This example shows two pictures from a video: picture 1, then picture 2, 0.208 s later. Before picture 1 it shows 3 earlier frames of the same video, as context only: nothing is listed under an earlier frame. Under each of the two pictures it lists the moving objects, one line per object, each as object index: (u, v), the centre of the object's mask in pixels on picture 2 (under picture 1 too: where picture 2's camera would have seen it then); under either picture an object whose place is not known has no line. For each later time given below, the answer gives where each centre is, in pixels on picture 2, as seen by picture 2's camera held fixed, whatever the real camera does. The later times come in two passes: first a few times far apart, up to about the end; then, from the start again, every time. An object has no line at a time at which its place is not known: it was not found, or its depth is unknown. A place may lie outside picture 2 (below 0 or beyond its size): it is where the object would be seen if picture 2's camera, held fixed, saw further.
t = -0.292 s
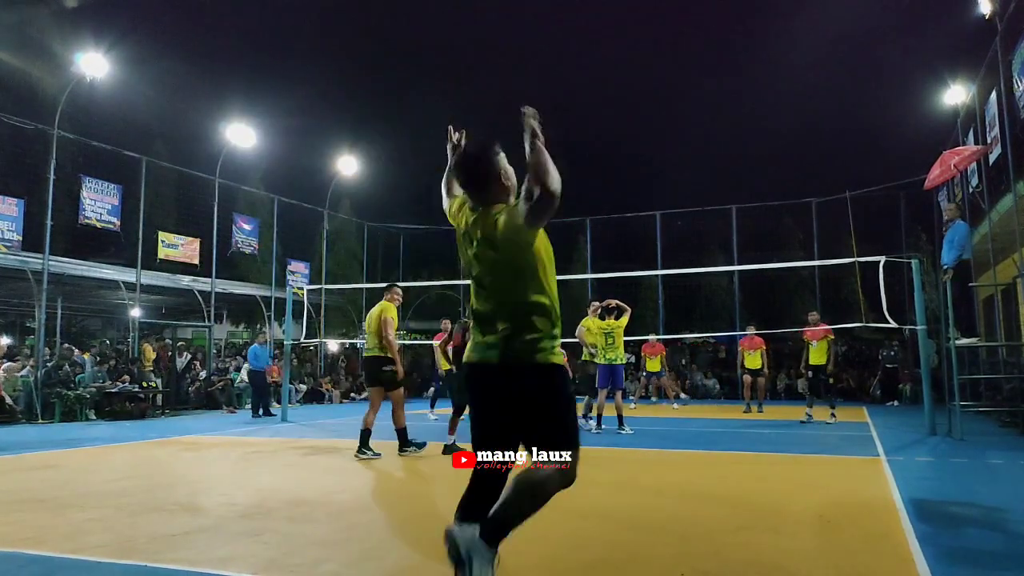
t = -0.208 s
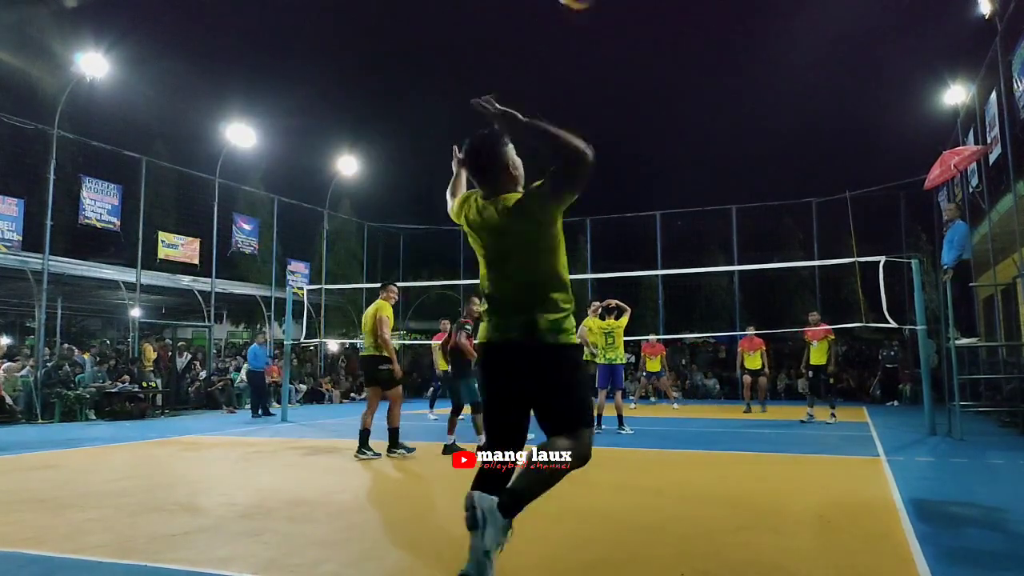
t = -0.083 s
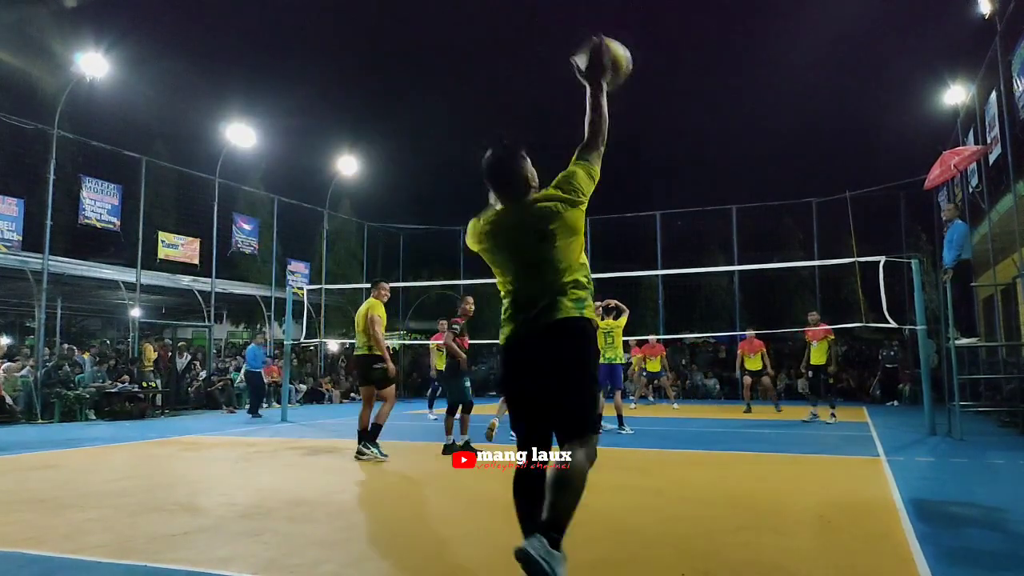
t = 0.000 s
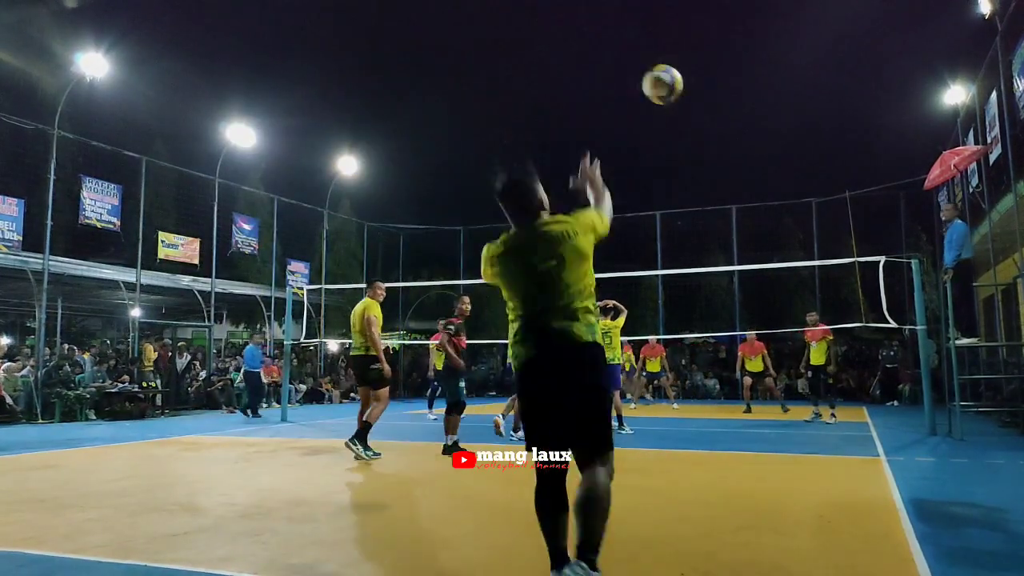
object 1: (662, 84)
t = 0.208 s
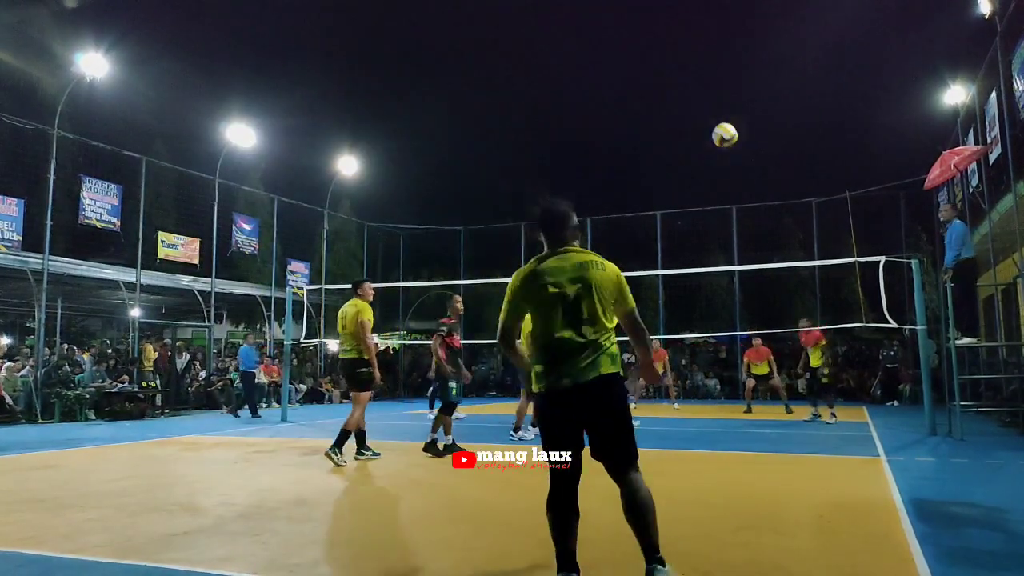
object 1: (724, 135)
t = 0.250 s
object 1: (733, 148)
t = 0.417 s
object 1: (752, 194)
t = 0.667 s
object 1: (766, 268)
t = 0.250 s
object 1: (733, 148)
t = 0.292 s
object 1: (738, 157)
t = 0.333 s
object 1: (744, 170)
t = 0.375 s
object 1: (747, 180)
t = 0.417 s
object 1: (752, 194)
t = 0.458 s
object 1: (755, 204)
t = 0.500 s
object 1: (757, 215)
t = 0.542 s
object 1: (760, 230)
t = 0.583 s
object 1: (762, 241)
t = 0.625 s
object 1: (765, 257)
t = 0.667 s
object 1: (766, 268)
